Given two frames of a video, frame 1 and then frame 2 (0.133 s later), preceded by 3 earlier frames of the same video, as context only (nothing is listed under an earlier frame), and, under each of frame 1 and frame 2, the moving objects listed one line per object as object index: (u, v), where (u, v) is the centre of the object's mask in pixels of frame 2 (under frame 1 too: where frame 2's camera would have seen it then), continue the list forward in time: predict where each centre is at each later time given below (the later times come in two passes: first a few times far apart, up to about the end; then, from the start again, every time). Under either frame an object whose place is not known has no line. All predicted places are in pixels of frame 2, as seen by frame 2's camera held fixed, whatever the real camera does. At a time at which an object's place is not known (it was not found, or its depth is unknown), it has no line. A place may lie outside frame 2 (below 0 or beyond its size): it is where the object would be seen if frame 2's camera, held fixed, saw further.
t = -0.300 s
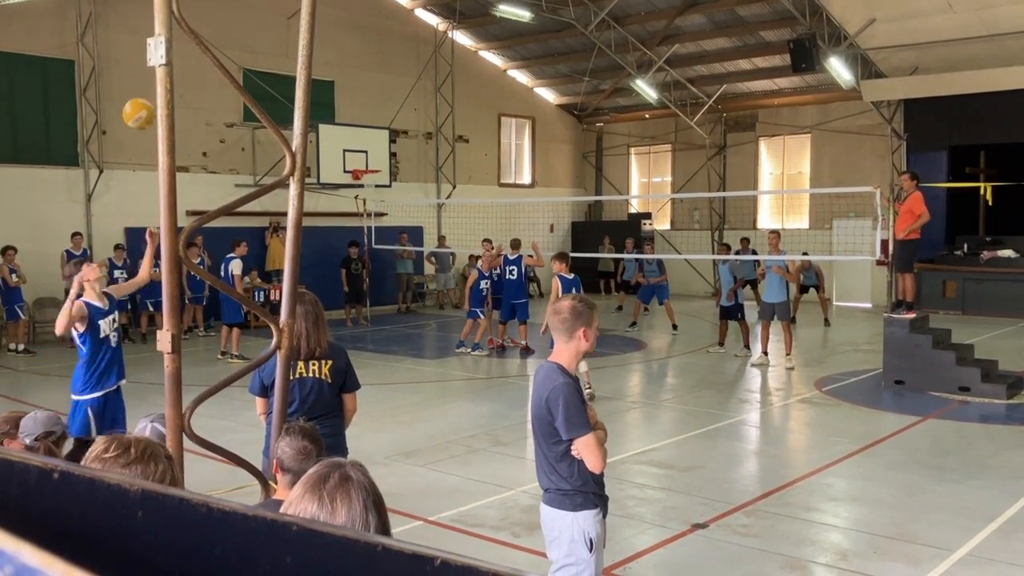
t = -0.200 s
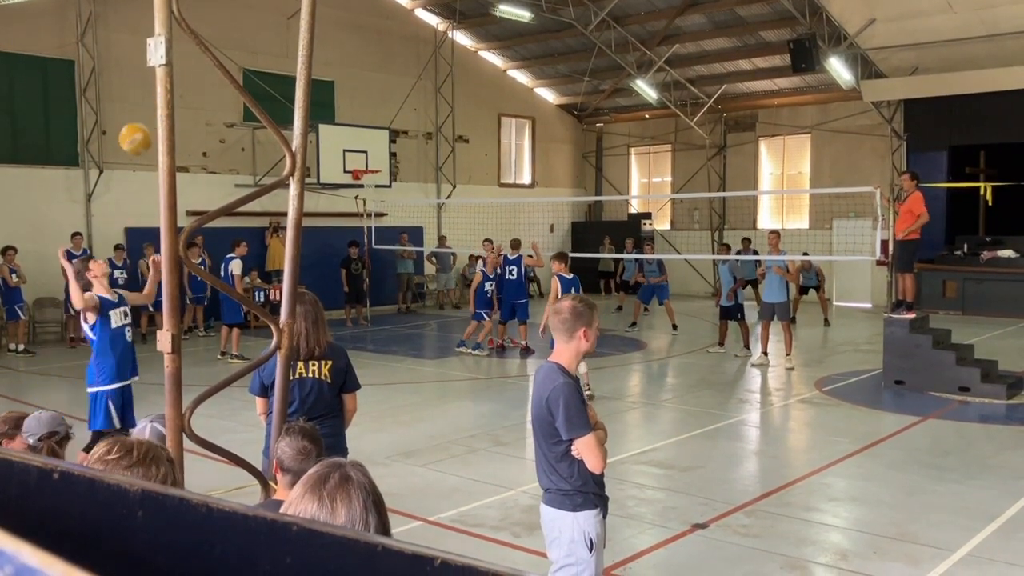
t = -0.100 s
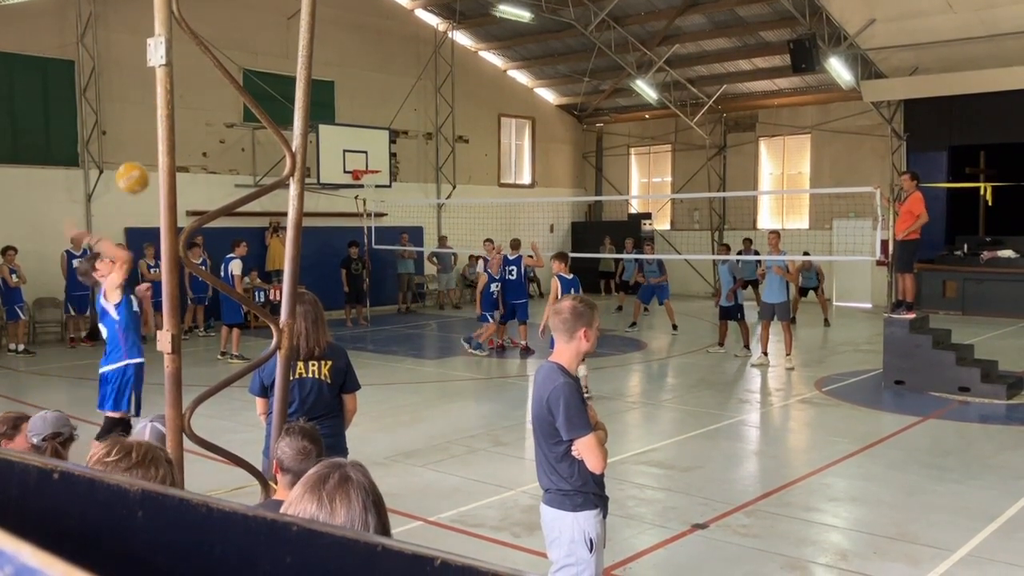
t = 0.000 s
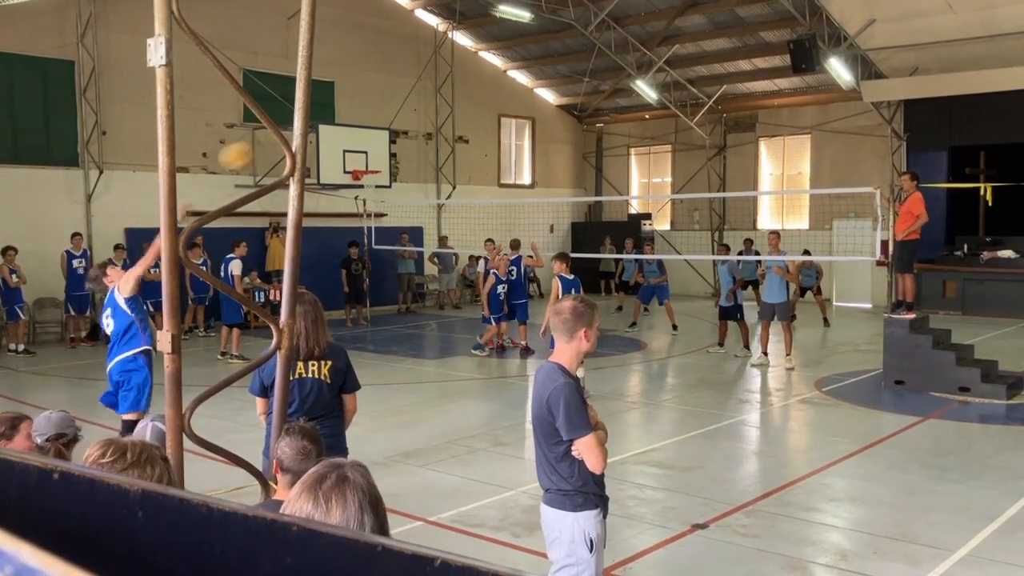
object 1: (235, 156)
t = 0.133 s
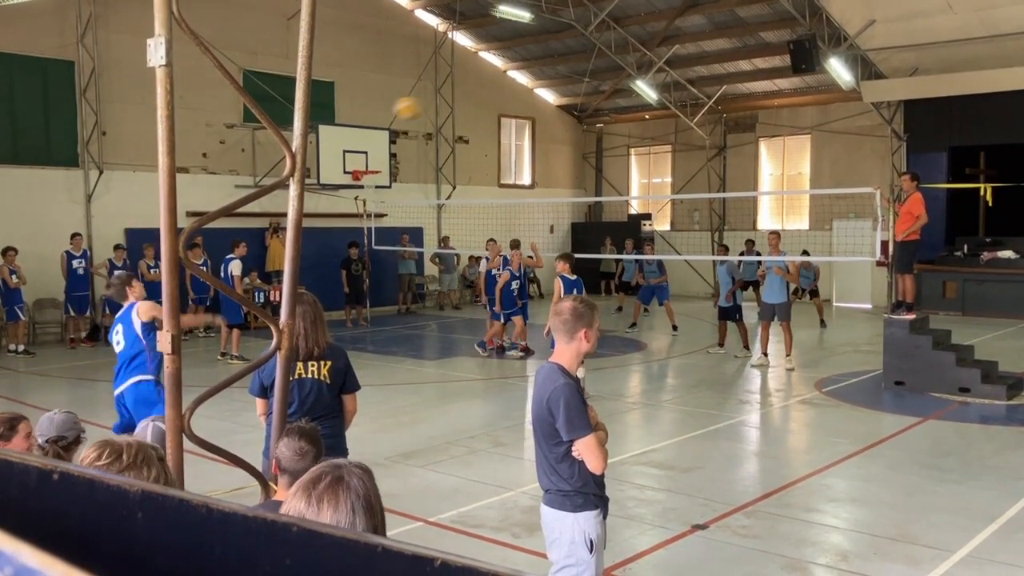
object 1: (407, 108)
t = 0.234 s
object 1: (497, 93)
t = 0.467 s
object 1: (649, 99)
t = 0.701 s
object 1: (745, 138)
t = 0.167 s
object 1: (440, 101)
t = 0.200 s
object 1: (471, 96)
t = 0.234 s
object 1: (497, 93)
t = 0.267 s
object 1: (524, 90)
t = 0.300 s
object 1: (551, 88)
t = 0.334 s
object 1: (573, 89)
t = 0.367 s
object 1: (593, 91)
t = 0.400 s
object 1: (612, 91)
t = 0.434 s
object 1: (631, 94)
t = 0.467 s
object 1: (649, 99)
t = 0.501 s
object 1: (664, 103)
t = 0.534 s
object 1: (680, 107)
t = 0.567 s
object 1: (694, 113)
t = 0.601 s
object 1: (708, 119)
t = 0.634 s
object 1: (721, 125)
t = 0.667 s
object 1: (732, 131)
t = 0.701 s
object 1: (745, 138)
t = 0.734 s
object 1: (755, 145)
